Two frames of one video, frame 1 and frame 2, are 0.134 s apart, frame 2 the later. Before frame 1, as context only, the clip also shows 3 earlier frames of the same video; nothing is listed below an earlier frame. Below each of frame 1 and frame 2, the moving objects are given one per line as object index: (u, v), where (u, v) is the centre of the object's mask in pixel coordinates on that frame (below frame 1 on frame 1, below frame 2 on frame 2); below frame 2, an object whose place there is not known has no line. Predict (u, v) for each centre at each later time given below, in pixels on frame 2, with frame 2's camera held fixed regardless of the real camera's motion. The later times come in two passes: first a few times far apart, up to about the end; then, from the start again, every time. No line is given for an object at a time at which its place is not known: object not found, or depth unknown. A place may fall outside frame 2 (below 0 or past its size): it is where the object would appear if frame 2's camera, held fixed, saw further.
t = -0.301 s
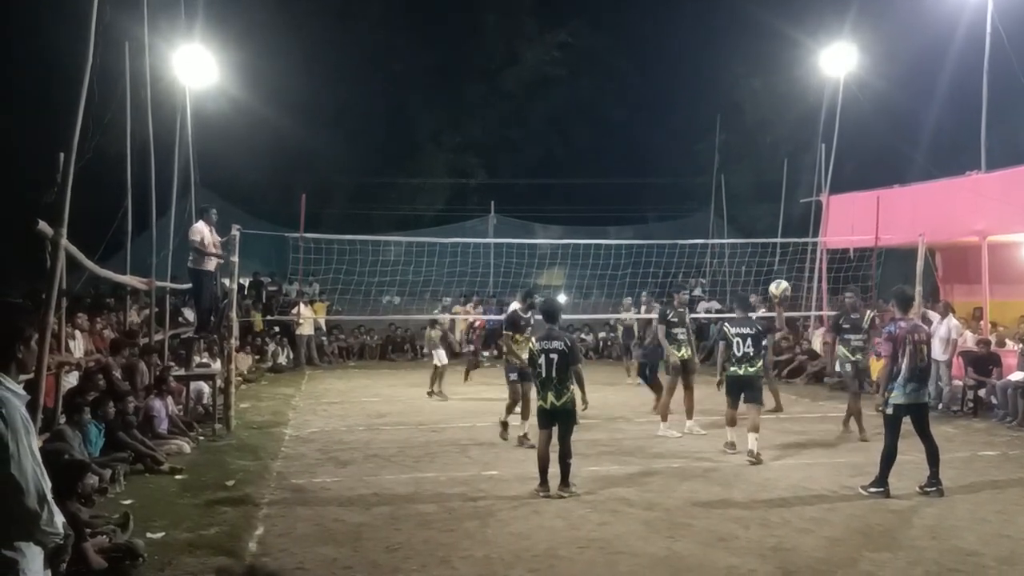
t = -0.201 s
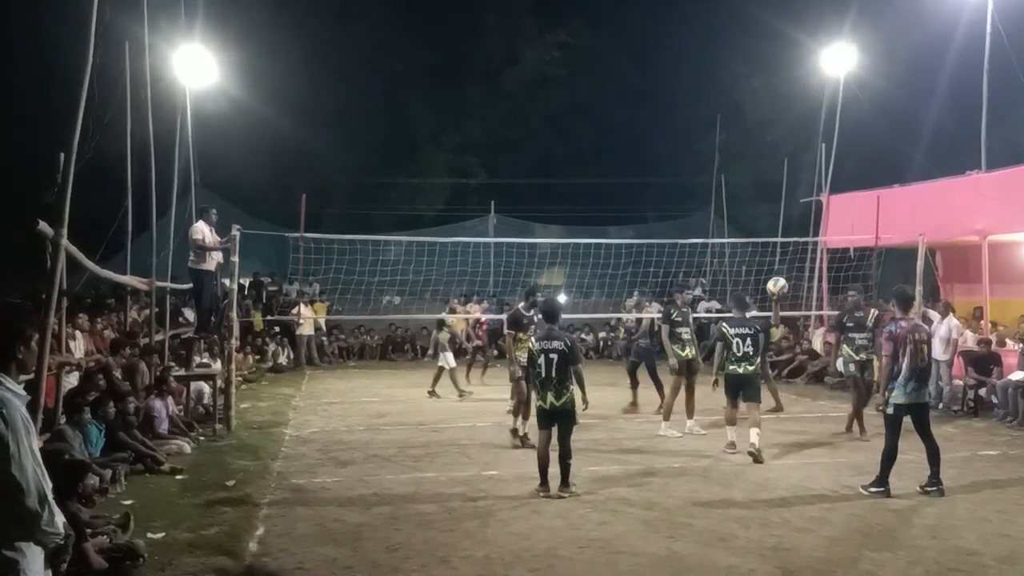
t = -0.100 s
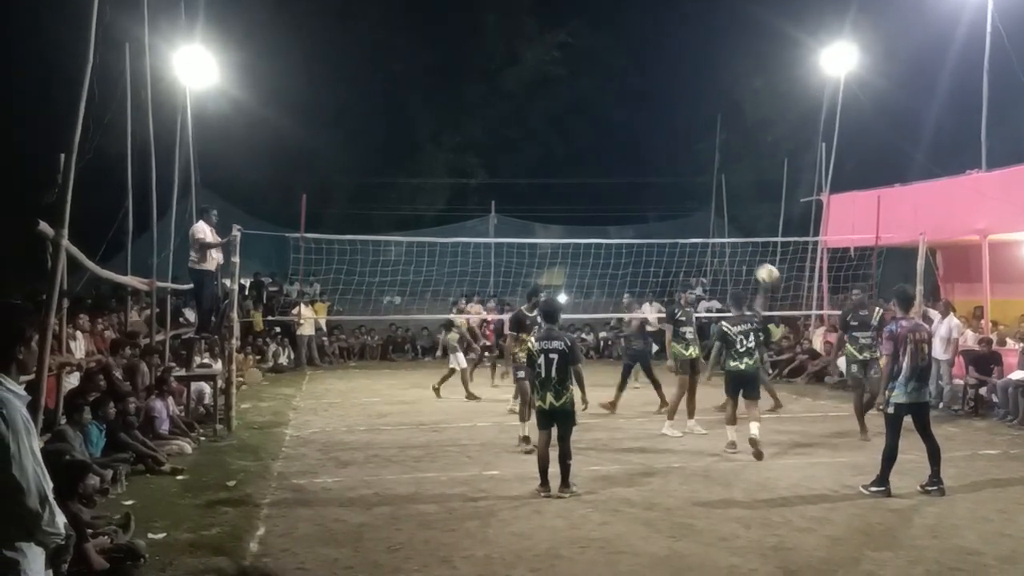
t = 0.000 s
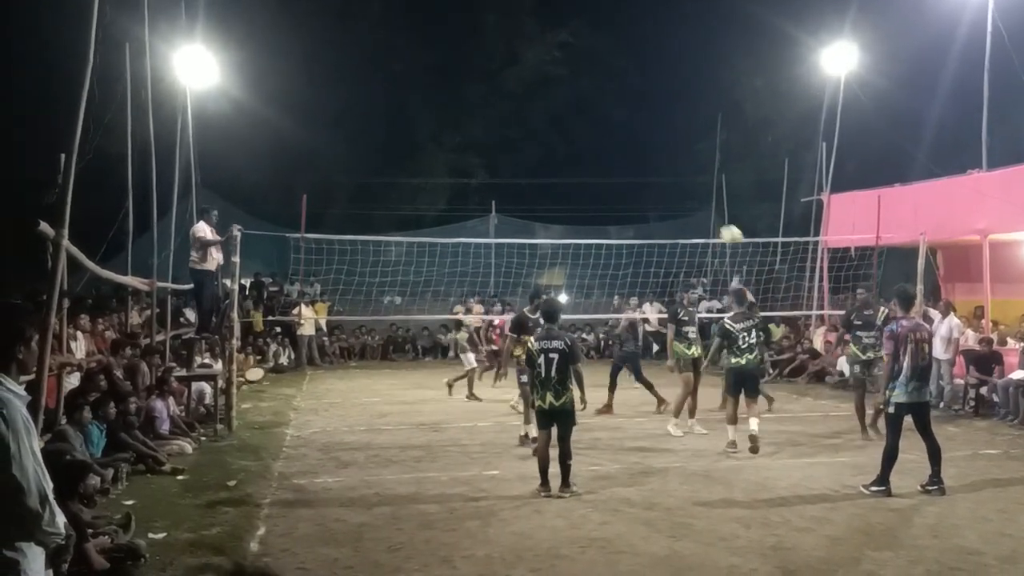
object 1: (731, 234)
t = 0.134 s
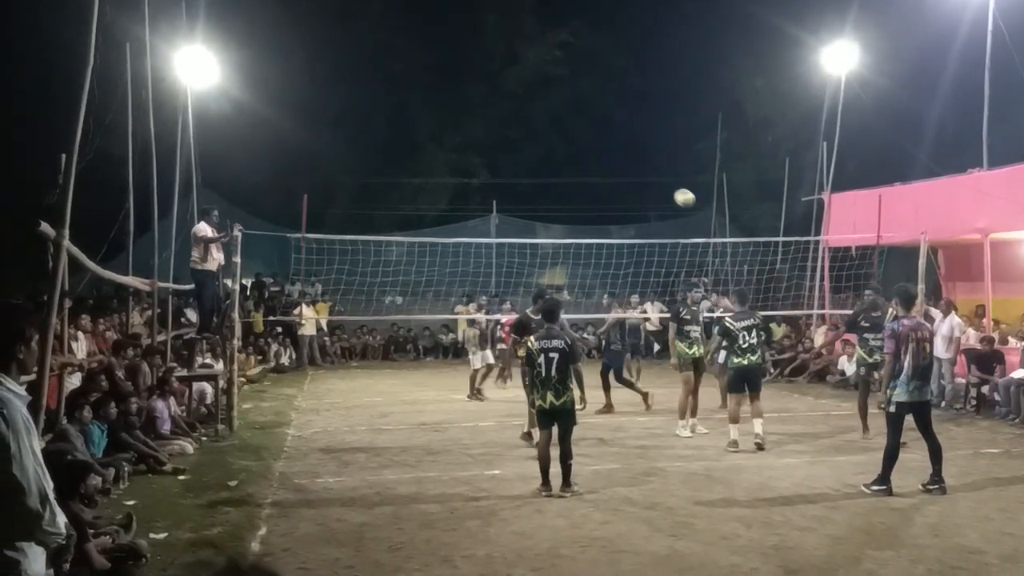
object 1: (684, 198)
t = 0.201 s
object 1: (663, 187)
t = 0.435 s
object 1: (601, 177)
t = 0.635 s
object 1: (561, 195)
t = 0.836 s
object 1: (528, 231)
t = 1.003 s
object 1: (505, 272)
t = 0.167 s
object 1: (673, 192)
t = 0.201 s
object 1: (663, 187)
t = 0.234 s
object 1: (653, 183)
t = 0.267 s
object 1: (643, 180)
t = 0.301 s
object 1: (634, 178)
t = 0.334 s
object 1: (625, 176)
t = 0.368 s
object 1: (617, 176)
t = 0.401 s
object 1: (609, 176)
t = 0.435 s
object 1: (601, 177)
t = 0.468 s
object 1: (594, 178)
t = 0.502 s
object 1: (587, 181)
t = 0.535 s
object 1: (580, 183)
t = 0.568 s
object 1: (573, 187)
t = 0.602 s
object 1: (567, 191)
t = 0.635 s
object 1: (561, 195)
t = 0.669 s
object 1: (555, 200)
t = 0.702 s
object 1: (549, 205)
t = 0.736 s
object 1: (544, 211)
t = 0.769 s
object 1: (539, 217)
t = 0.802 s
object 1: (533, 224)
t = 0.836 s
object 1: (528, 231)
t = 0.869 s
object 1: (523, 239)
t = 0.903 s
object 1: (518, 247)
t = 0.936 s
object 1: (514, 255)
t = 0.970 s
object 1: (509, 263)
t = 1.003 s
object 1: (505, 272)
